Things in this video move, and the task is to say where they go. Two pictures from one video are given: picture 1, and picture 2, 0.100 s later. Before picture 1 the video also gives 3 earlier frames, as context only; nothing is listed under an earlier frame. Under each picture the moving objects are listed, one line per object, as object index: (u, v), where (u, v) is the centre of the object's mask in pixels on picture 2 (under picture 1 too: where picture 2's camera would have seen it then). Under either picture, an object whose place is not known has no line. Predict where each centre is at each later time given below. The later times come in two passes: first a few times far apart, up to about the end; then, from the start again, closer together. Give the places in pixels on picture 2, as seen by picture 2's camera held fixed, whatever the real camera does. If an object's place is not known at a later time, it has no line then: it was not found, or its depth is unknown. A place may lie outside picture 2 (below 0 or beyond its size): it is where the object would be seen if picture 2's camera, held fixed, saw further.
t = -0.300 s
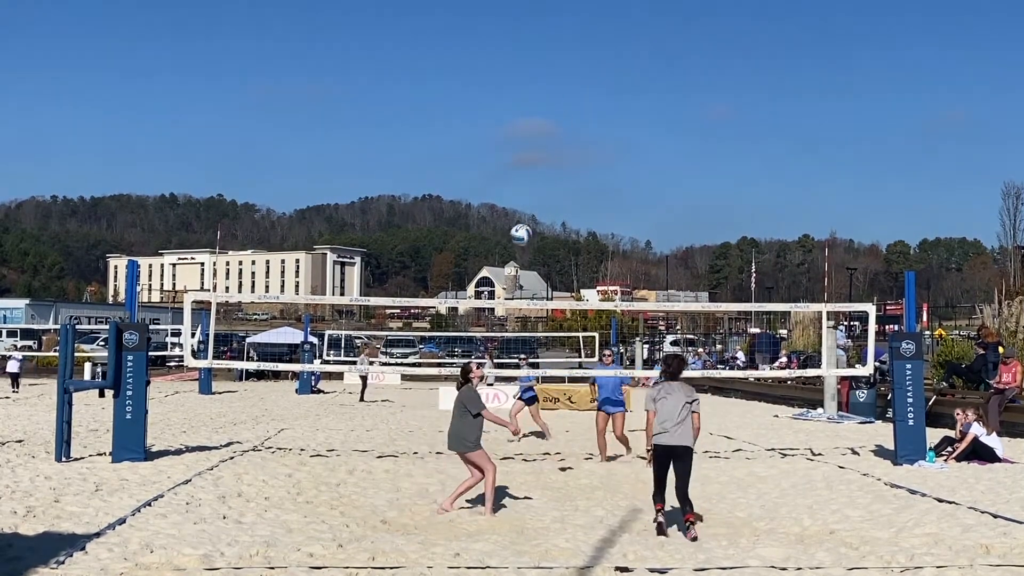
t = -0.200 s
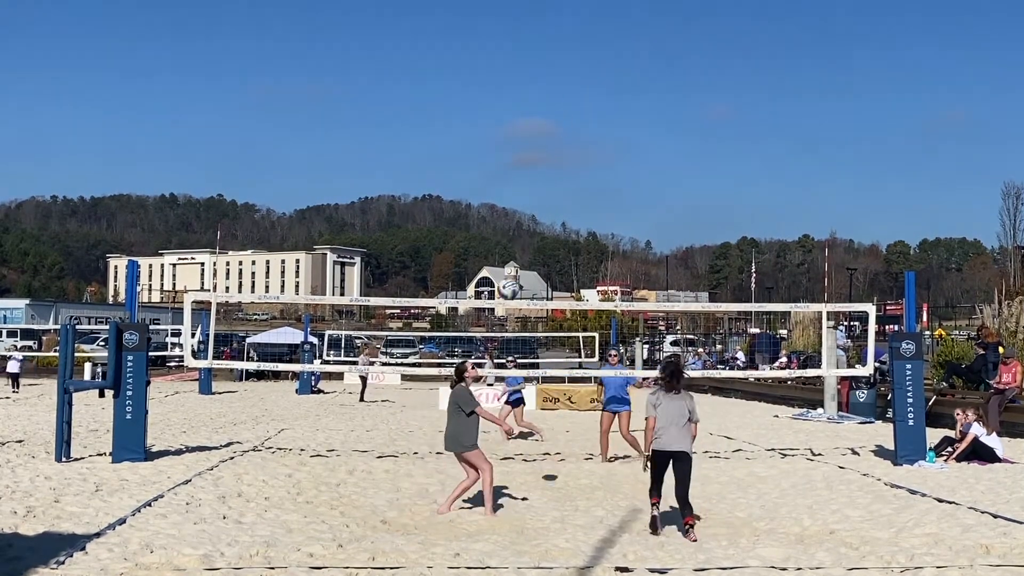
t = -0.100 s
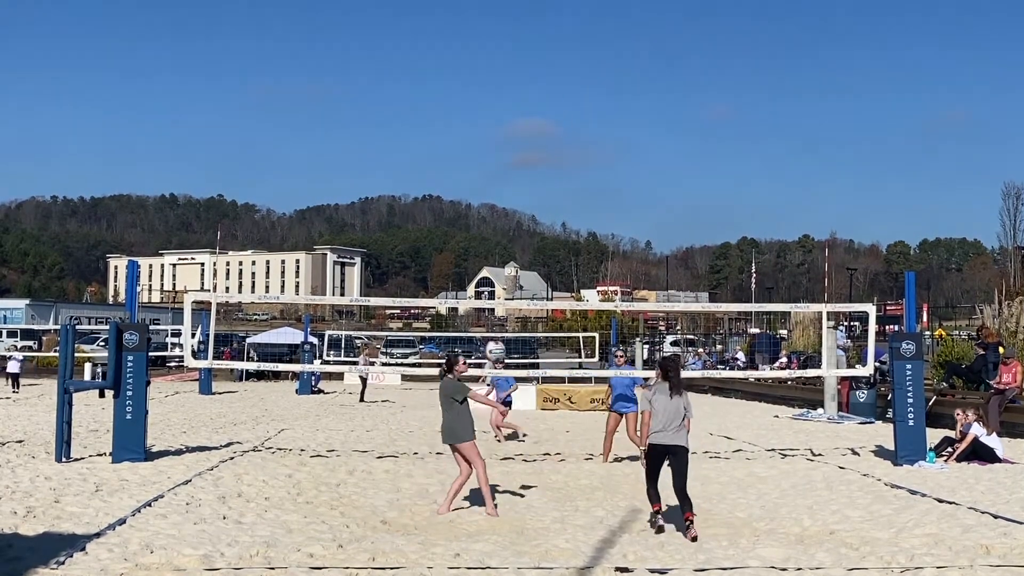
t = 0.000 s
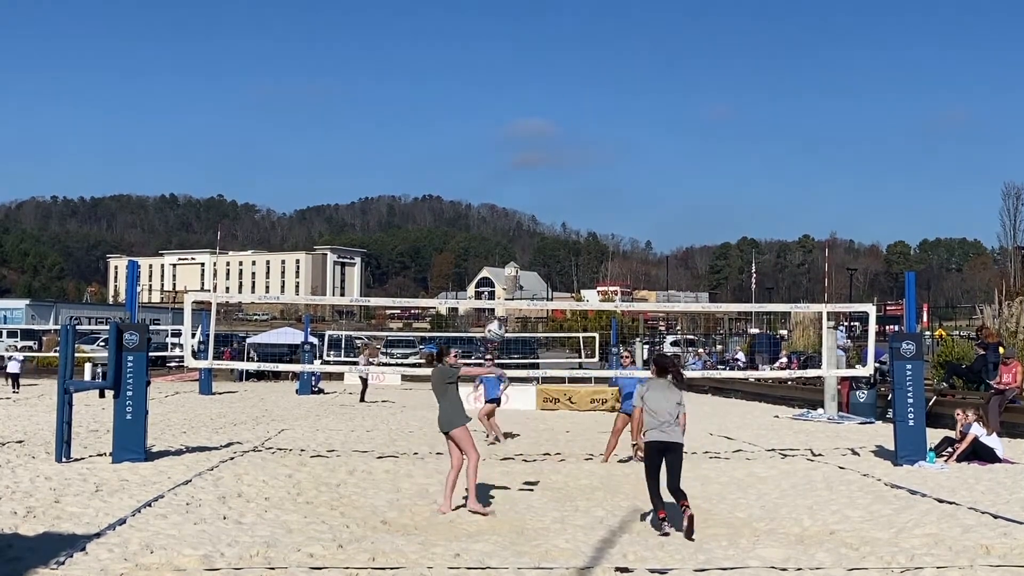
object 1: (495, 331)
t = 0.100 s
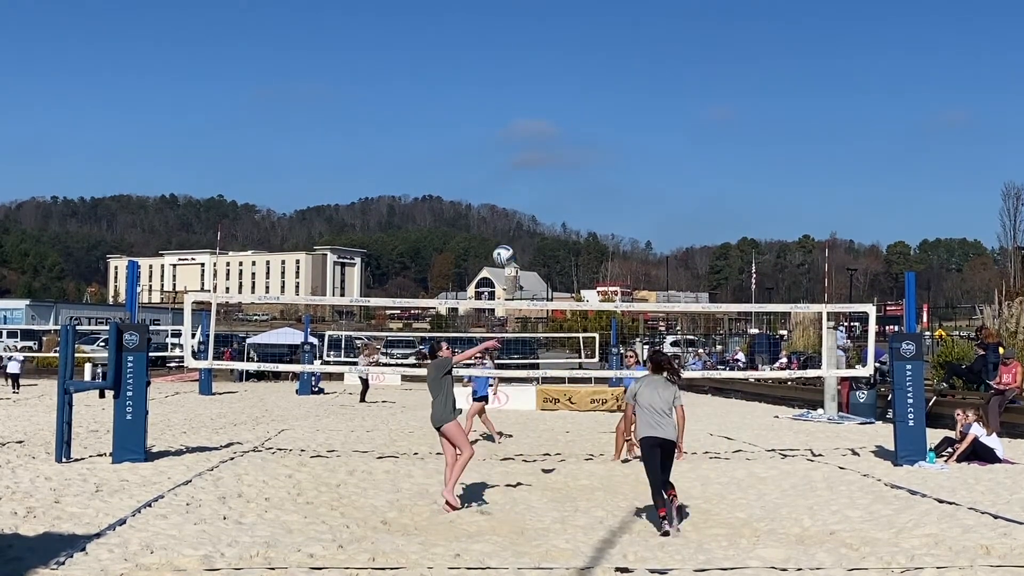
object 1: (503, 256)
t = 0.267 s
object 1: (519, 155)
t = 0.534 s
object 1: (542, 57)
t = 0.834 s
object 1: (566, 30)
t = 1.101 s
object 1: (586, 77)
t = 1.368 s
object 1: (603, 185)
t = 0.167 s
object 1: (510, 212)
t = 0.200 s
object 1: (513, 192)
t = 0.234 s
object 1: (515, 173)
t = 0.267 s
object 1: (519, 155)
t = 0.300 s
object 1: (521, 139)
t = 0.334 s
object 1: (524, 124)
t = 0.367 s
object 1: (527, 110)
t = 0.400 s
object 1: (530, 96)
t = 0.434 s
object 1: (533, 84)
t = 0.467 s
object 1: (536, 74)
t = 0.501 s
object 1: (539, 65)
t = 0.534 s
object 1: (542, 57)
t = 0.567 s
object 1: (544, 49)
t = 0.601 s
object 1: (547, 43)
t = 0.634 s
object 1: (550, 39)
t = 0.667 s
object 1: (553, 35)
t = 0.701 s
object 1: (556, 32)
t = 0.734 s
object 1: (559, 30)
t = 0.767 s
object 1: (561, 29)
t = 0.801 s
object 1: (564, 30)
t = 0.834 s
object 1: (566, 30)
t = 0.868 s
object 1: (569, 33)
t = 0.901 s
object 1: (572, 36)
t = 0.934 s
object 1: (574, 41)
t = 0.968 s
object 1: (577, 46)
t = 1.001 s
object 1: (579, 53)
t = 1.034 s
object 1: (582, 60)
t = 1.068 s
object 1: (584, 68)
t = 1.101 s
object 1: (586, 77)
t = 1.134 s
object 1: (589, 87)
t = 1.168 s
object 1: (591, 98)
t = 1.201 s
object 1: (593, 111)
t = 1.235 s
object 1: (595, 124)
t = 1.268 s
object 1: (597, 137)
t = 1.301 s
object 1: (599, 153)
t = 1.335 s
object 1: (601, 168)
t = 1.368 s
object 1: (603, 185)
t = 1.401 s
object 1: (605, 202)
